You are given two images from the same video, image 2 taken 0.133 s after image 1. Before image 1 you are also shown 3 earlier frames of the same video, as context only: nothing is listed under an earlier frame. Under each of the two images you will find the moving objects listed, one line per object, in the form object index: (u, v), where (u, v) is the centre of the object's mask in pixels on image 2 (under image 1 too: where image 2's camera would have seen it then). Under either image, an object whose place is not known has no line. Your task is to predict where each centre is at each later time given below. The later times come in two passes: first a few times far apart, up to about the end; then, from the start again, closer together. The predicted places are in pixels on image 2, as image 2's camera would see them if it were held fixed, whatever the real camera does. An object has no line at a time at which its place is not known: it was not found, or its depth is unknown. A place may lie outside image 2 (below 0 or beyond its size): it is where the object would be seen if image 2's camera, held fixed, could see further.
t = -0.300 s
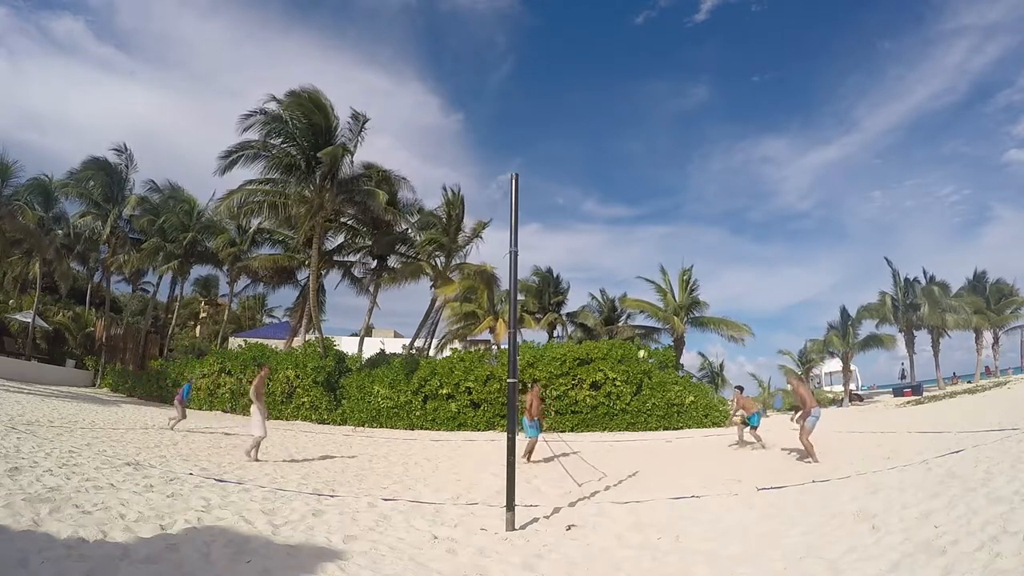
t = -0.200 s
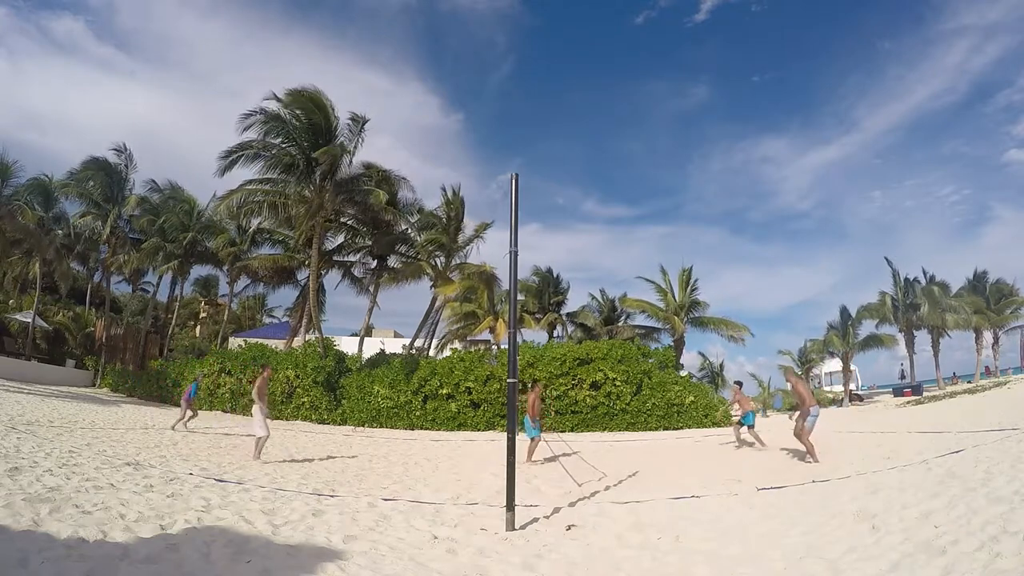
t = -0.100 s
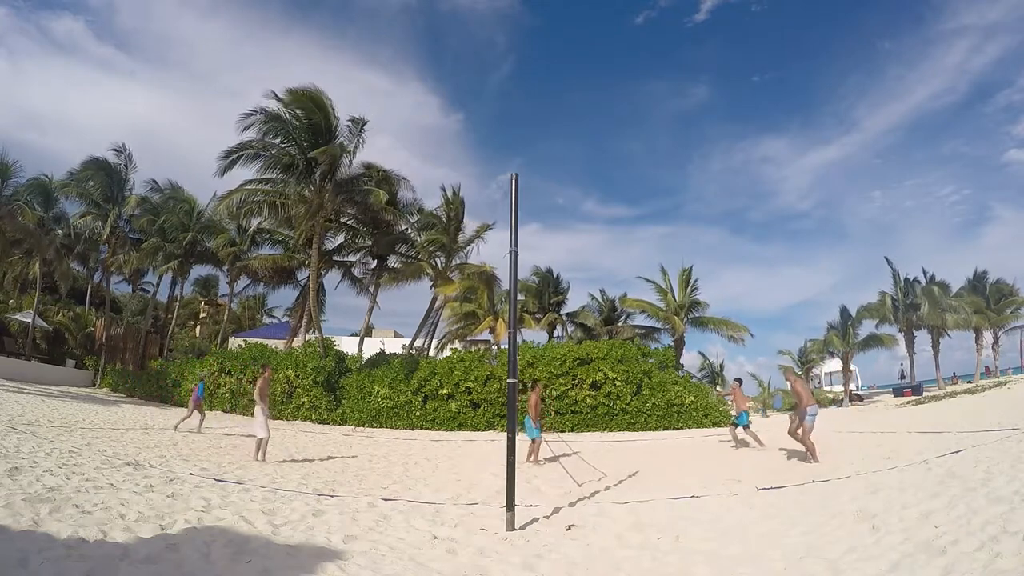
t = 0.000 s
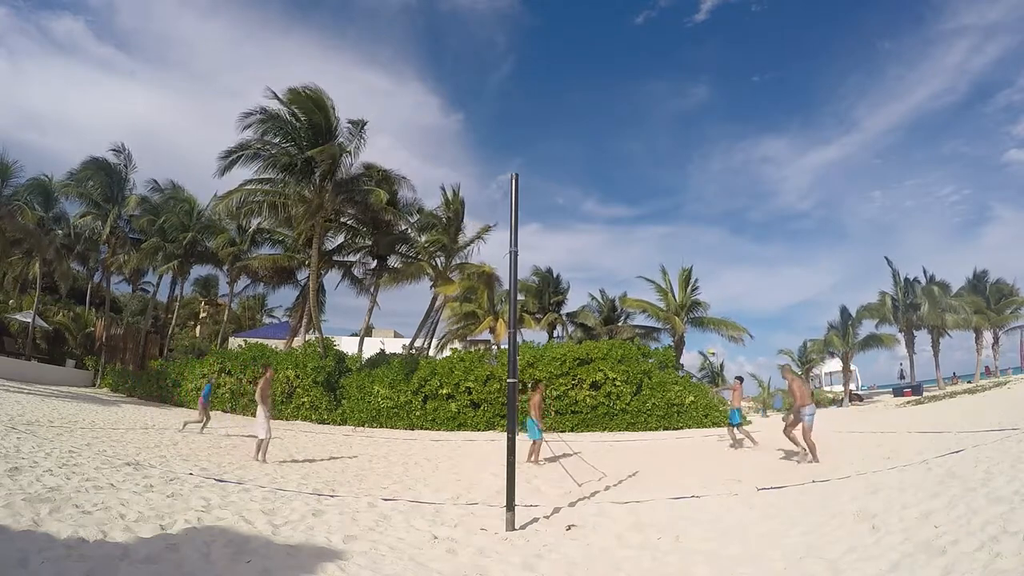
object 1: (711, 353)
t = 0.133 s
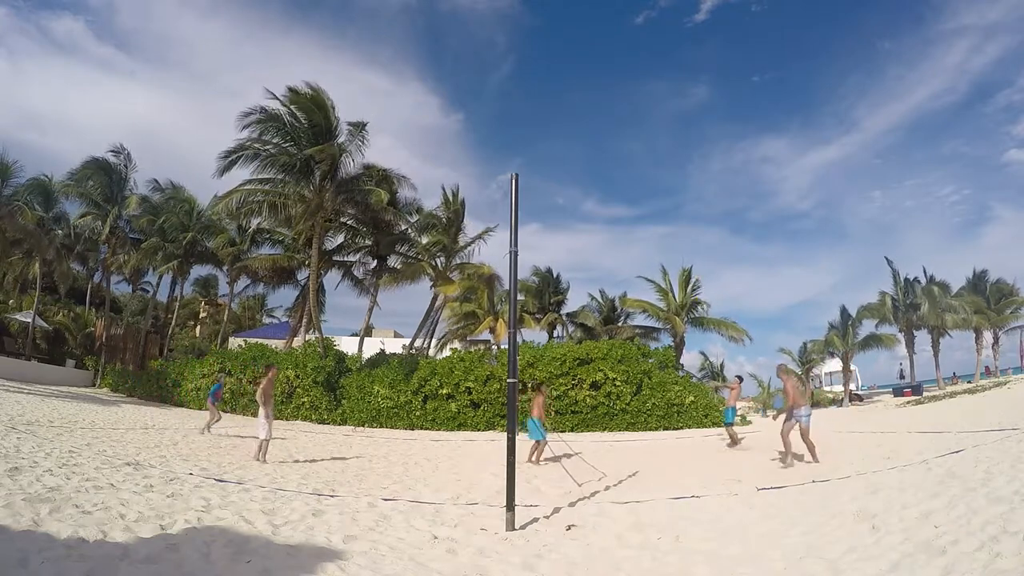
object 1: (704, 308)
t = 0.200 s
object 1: (698, 289)
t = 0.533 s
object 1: (680, 214)
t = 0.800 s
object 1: (665, 186)
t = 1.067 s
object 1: (653, 184)
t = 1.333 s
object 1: (639, 217)
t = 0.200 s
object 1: (698, 289)
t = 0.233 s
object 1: (696, 279)
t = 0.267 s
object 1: (693, 270)
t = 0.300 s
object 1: (691, 262)
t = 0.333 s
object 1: (691, 254)
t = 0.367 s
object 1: (688, 247)
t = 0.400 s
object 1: (686, 239)
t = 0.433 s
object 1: (685, 233)
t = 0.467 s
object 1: (682, 227)
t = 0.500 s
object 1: (680, 220)
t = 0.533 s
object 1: (680, 214)
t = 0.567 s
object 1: (678, 210)
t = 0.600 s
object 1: (676, 205)
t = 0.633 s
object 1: (674, 200)
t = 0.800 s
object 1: (665, 186)
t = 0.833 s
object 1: (664, 183)
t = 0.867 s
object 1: (662, 182)
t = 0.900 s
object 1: (660, 181)
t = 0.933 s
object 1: (659, 181)
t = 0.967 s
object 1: (658, 180)
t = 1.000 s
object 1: (656, 182)
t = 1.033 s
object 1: (654, 182)
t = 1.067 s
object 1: (653, 184)
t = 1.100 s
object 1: (651, 186)
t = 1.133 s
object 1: (650, 188)
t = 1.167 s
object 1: (648, 191)
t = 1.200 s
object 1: (647, 195)
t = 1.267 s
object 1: (643, 204)
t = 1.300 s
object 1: (641, 211)
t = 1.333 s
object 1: (639, 217)
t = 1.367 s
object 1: (637, 223)
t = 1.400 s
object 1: (636, 231)
